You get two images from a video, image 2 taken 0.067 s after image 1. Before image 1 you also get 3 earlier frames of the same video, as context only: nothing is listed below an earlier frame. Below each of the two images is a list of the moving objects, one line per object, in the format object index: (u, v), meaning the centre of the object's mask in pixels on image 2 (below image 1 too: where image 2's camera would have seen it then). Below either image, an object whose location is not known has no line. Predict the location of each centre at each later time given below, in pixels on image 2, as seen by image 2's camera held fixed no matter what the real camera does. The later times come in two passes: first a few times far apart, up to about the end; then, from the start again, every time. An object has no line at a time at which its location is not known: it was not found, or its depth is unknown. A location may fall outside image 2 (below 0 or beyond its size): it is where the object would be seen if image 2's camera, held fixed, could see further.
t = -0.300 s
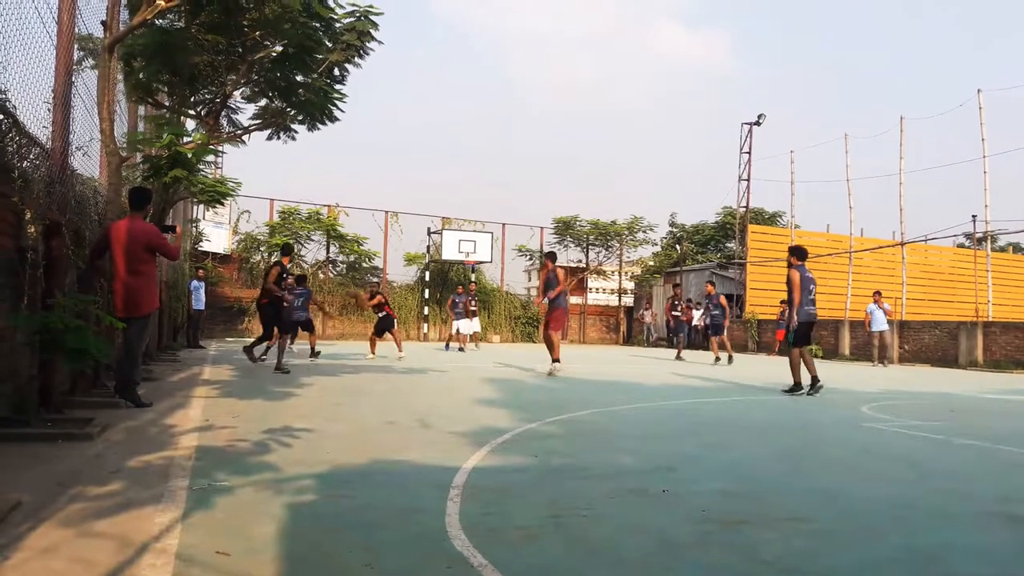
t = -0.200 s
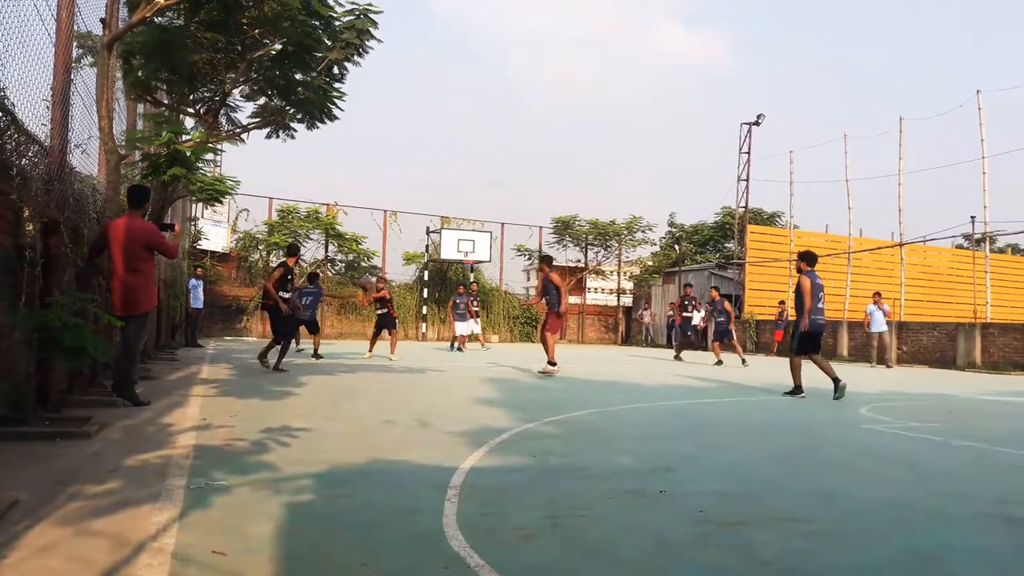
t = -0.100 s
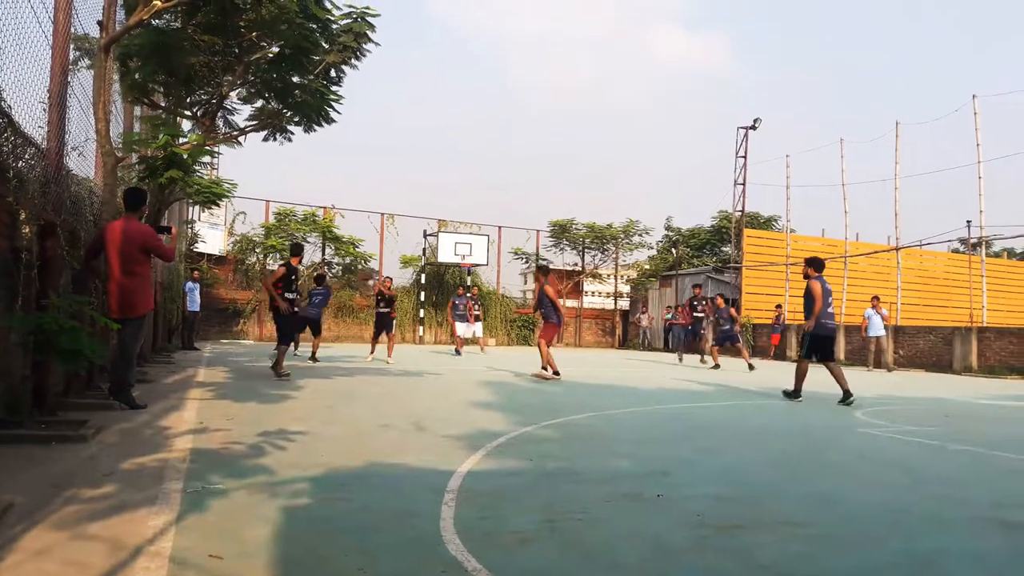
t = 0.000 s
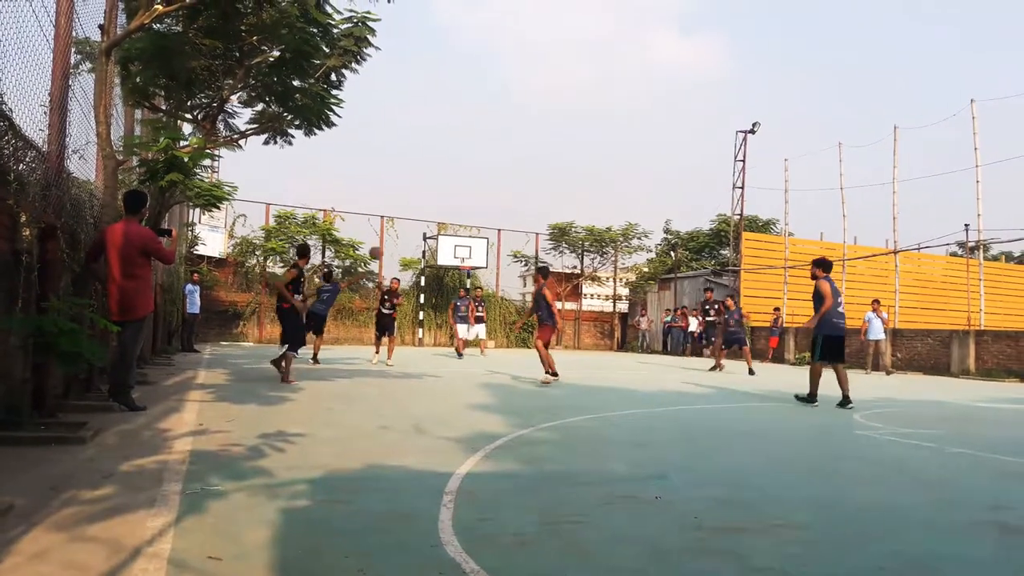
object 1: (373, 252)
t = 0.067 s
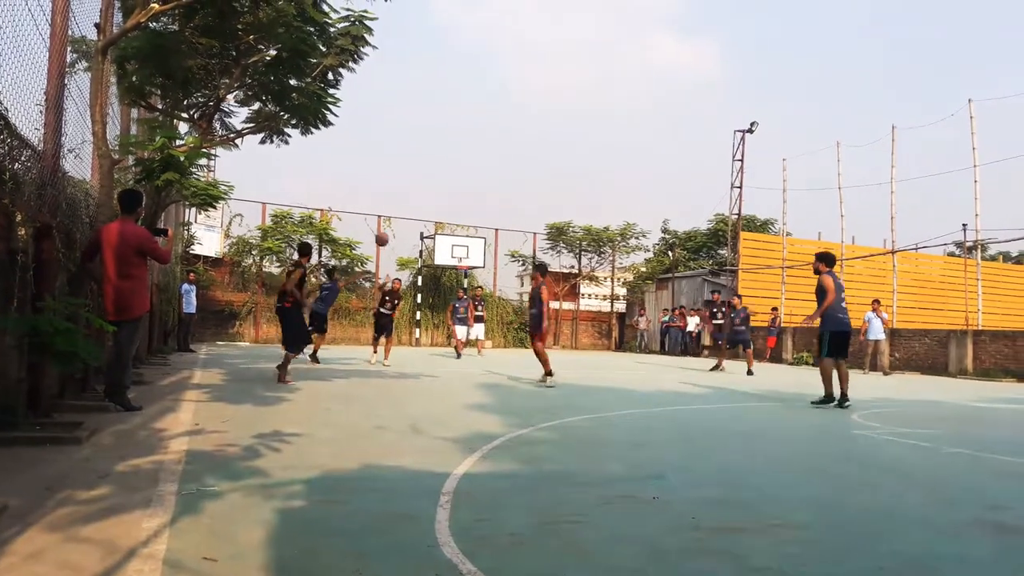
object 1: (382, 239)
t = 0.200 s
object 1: (399, 218)
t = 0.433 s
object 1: (432, 206)
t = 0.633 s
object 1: (462, 225)
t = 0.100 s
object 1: (385, 233)
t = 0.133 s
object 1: (389, 227)
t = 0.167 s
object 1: (394, 222)
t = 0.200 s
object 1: (399, 218)
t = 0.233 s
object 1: (404, 214)
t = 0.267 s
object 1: (408, 211)
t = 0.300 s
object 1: (413, 209)
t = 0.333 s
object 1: (418, 207)
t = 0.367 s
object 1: (423, 206)
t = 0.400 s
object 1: (427, 206)
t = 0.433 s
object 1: (432, 206)
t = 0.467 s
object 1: (437, 207)
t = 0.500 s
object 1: (442, 209)
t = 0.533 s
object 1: (447, 212)
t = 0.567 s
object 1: (452, 215)
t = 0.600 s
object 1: (457, 219)
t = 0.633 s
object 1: (462, 225)
